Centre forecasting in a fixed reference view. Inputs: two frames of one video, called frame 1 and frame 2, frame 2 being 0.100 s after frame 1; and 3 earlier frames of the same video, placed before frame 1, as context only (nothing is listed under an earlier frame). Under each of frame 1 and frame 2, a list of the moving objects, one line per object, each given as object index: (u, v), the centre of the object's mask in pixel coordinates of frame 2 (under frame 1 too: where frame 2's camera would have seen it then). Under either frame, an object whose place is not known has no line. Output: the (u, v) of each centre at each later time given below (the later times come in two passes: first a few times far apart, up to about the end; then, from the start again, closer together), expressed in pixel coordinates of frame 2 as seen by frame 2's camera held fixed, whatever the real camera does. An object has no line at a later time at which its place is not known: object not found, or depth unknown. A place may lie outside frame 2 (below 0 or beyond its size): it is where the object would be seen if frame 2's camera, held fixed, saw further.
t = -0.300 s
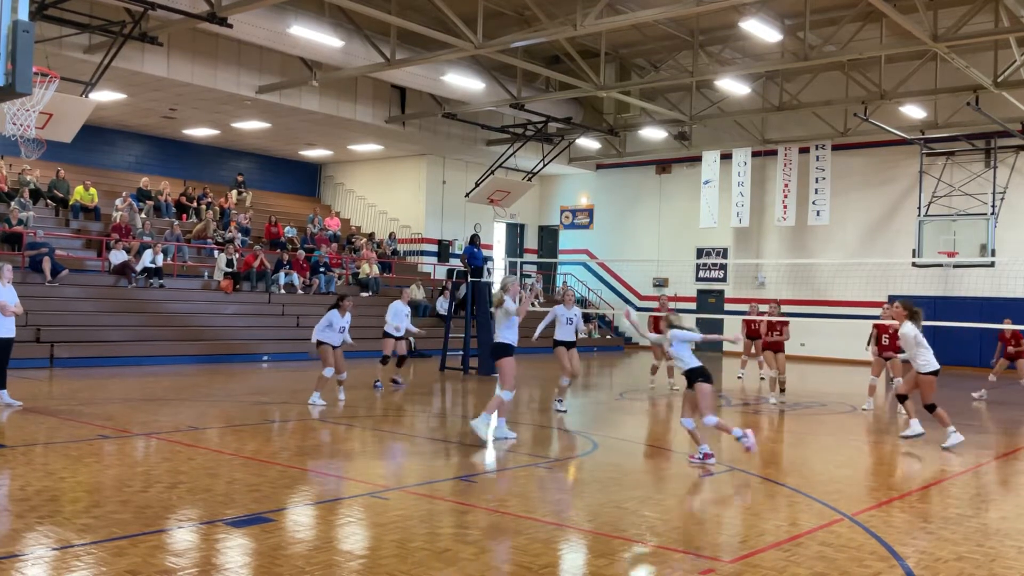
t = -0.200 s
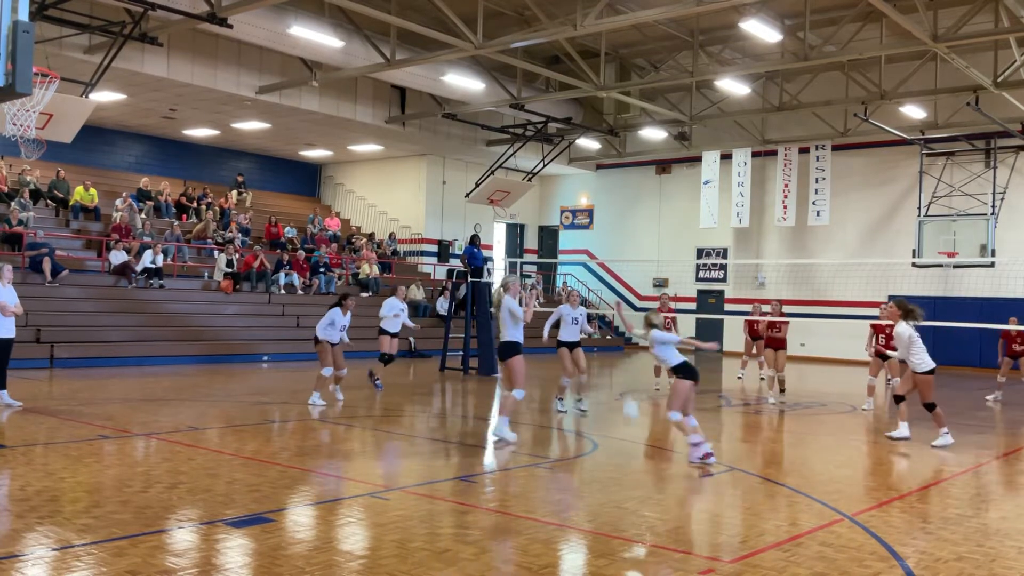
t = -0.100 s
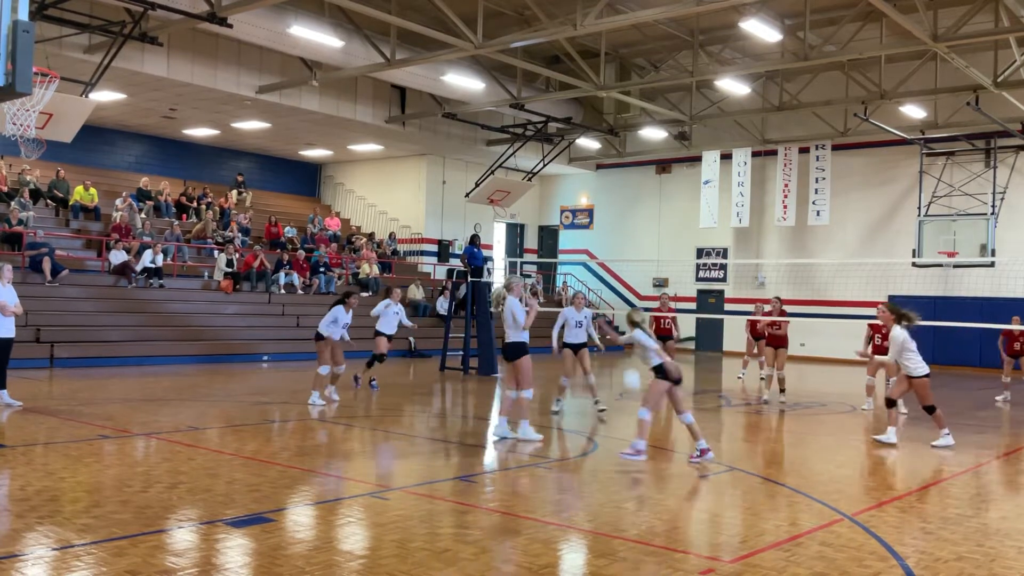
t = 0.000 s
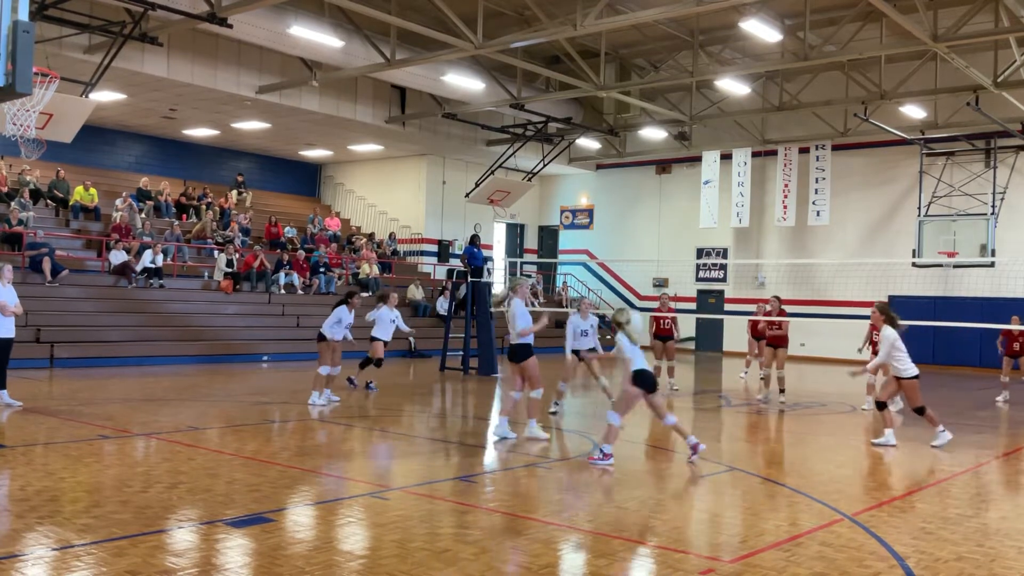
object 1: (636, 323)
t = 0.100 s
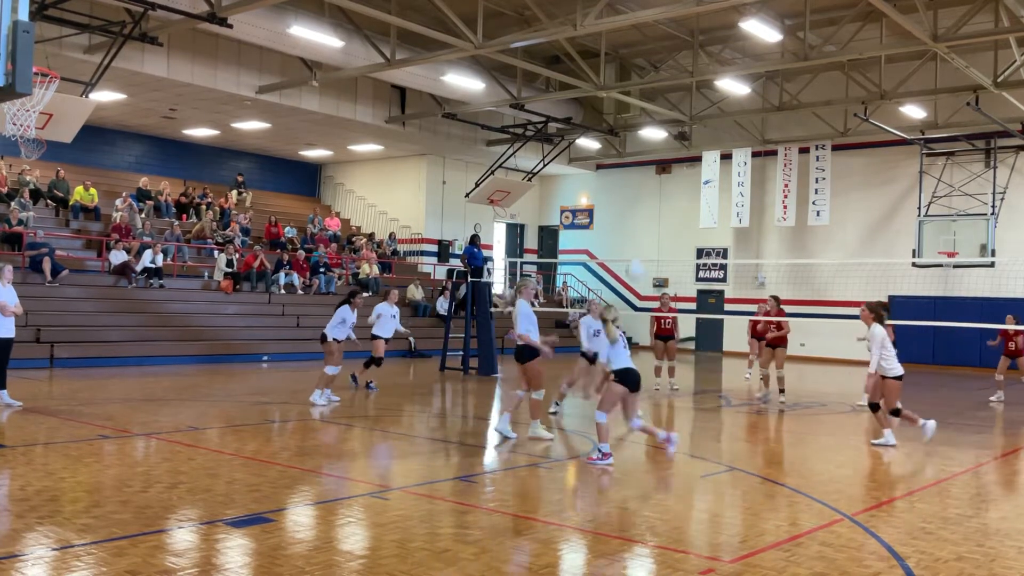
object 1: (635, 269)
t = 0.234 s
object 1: (637, 218)
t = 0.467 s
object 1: (638, 165)
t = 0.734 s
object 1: (637, 165)
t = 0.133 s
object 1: (635, 256)
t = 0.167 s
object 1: (636, 243)
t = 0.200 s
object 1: (636, 230)
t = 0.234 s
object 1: (637, 218)
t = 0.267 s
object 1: (638, 207)
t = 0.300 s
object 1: (637, 198)
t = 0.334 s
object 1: (638, 190)
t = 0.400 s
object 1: (639, 176)
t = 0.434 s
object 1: (638, 170)
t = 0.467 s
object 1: (638, 165)
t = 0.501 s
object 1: (638, 162)
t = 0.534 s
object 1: (638, 160)
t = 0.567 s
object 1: (638, 159)
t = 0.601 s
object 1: (638, 158)
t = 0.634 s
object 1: (637, 159)
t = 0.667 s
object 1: (637, 159)
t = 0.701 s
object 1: (637, 161)
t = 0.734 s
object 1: (637, 165)
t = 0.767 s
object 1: (637, 169)
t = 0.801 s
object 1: (637, 173)
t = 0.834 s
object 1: (637, 180)
